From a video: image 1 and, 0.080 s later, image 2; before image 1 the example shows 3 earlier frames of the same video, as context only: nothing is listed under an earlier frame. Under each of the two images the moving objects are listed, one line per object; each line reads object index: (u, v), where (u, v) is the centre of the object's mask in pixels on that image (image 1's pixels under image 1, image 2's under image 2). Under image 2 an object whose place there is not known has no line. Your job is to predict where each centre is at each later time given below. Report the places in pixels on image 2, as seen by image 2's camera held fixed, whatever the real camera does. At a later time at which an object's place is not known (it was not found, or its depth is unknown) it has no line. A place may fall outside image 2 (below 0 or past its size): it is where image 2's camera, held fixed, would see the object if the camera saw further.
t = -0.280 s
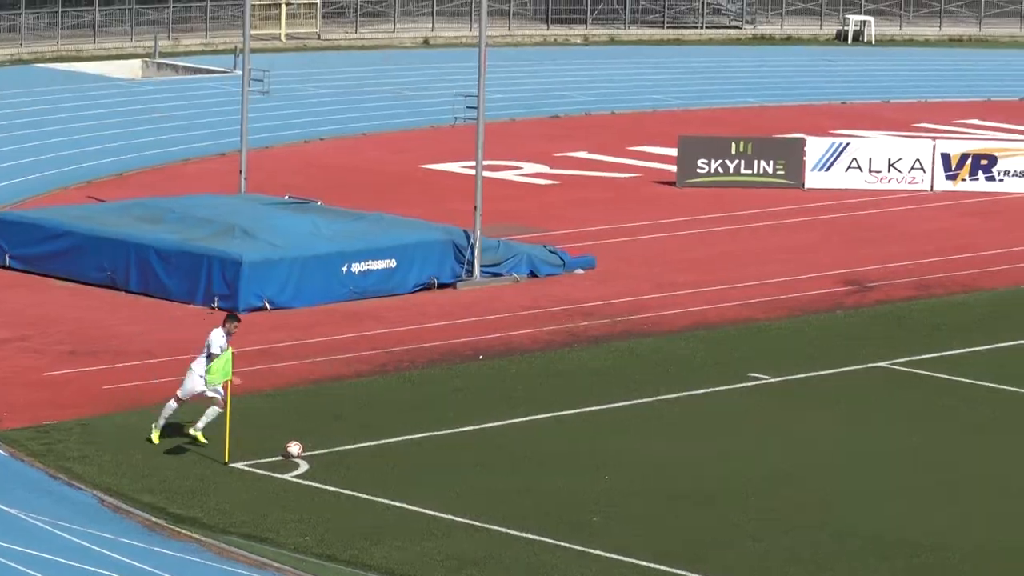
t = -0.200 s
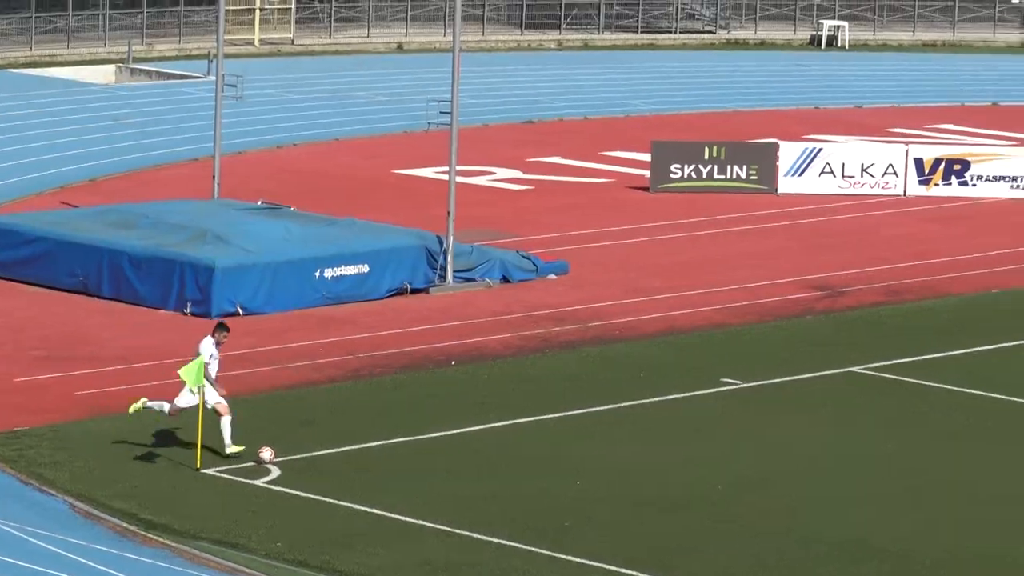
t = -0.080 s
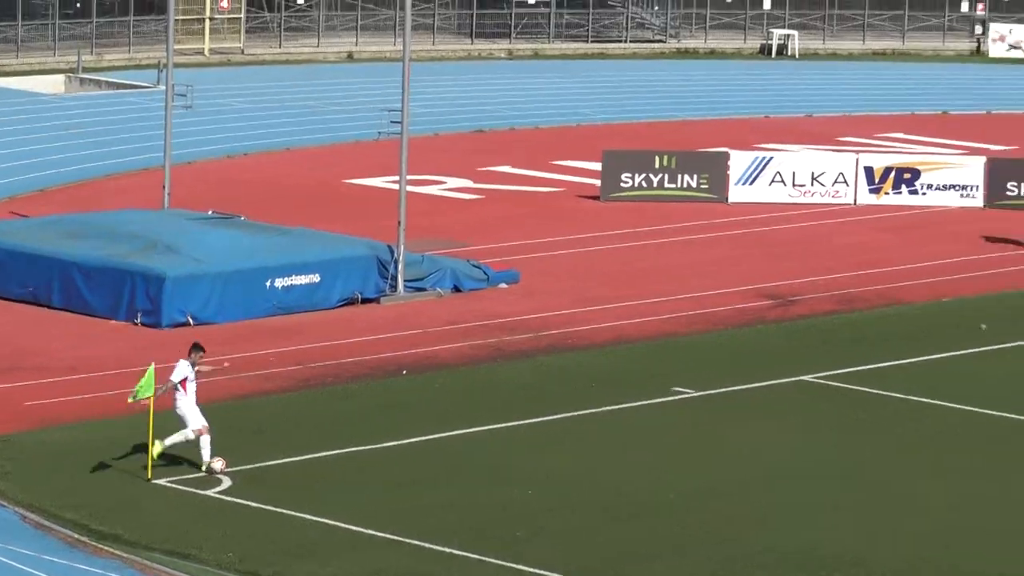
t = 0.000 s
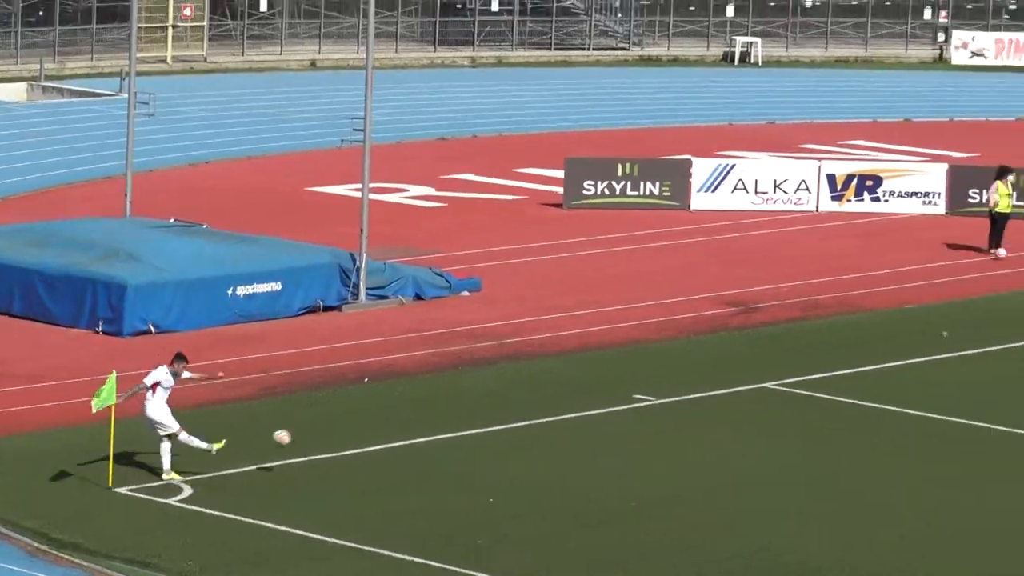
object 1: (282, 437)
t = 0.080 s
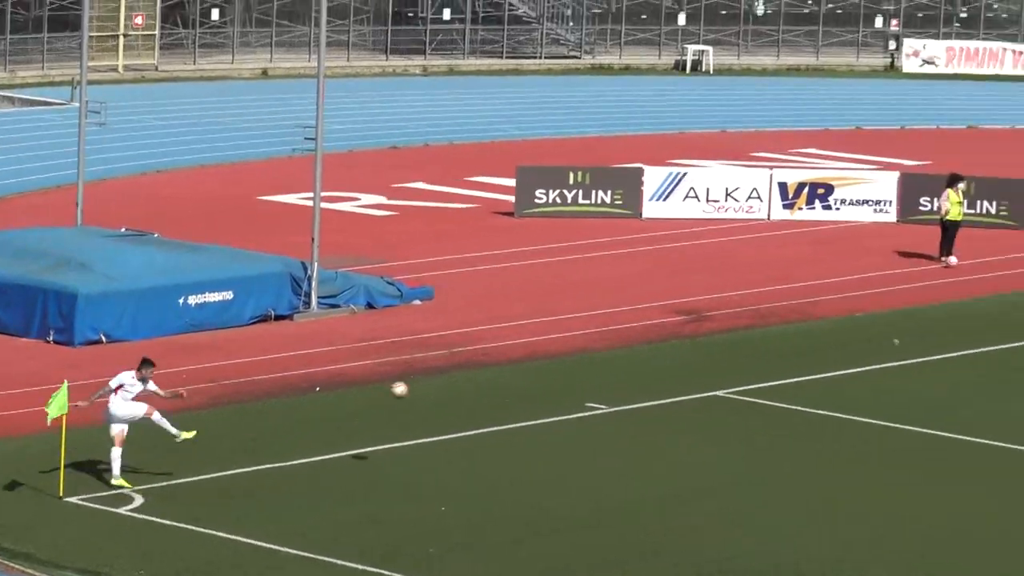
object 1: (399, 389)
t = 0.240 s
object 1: (680, 297)
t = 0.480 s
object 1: (999, 202)
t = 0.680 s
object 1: (1199, 160)
